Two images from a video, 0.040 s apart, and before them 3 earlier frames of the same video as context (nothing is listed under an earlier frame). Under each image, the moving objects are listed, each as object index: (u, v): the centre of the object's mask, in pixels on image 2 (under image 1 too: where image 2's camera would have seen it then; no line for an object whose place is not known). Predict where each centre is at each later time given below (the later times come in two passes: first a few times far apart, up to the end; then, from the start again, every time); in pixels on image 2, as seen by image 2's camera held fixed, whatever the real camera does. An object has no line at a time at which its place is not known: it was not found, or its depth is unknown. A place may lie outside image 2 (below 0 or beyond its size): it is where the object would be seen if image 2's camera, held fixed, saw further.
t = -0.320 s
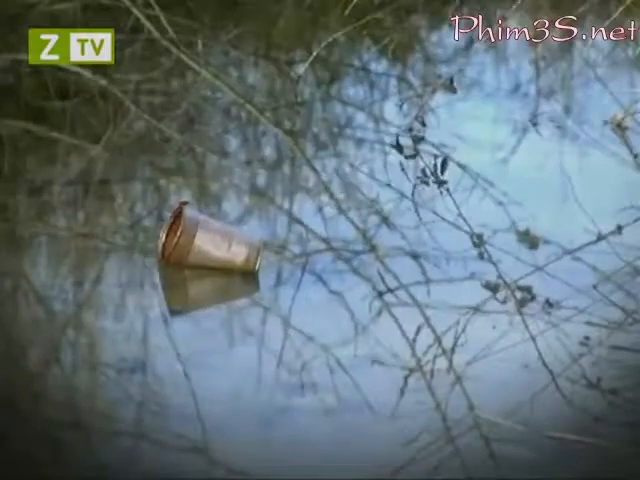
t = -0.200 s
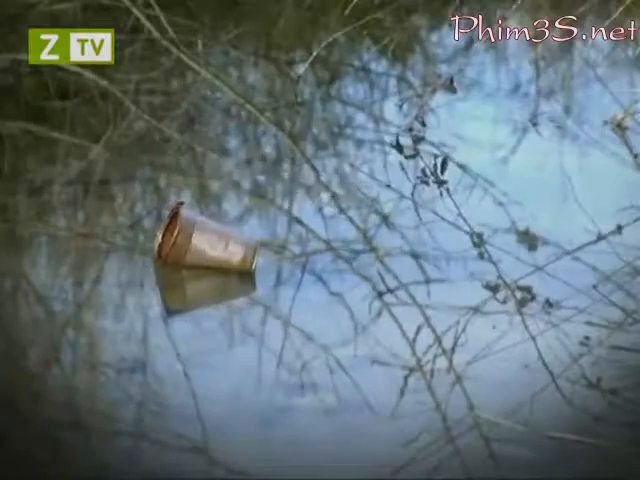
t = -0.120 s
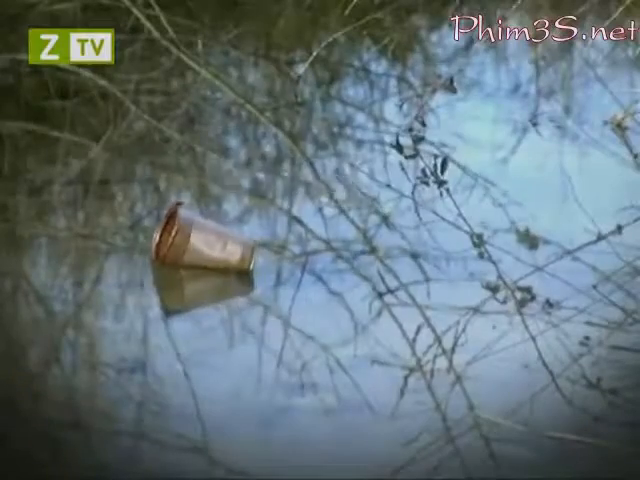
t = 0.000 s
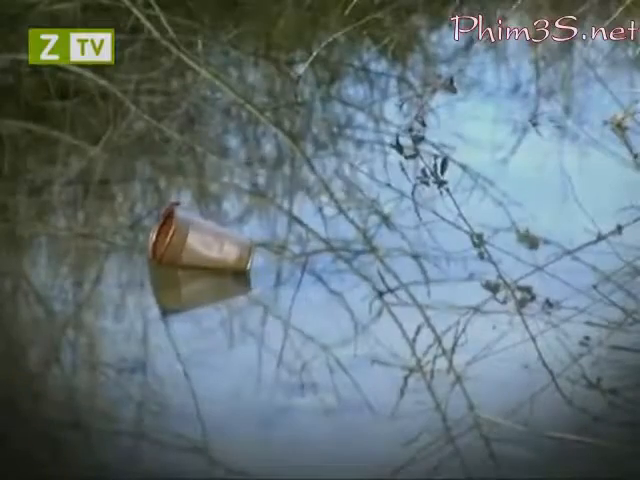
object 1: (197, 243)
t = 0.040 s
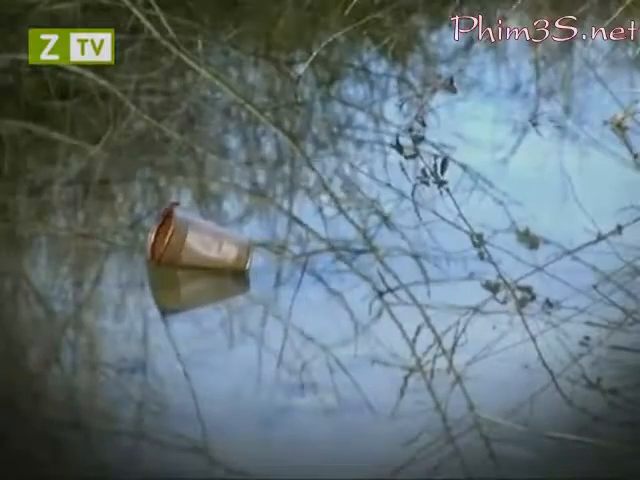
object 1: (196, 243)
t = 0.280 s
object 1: (191, 243)
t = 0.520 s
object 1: (187, 245)
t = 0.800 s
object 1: (186, 246)
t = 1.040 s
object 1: (186, 248)
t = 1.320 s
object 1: (185, 250)
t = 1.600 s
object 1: (183, 252)
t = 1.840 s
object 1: (180, 253)
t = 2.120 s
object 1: (177, 254)
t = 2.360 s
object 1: (175, 255)
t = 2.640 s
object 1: (174, 257)
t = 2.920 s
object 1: (174, 258)
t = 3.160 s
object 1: (176, 259)
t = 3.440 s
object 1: (181, 262)
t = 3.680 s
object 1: (186, 263)
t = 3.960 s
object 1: (192, 265)
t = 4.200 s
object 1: (196, 266)
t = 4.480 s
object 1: (199, 268)
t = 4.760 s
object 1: (205, 269)
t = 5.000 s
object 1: (209, 272)
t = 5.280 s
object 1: (217, 273)
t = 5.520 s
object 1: (223, 275)
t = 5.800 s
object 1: (231, 278)
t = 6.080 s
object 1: (240, 281)
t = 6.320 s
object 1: (249, 284)
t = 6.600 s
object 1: (263, 287)
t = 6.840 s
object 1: (274, 289)
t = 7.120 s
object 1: (286, 291)
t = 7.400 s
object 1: (297, 293)
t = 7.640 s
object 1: (309, 295)
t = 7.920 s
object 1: (322, 297)
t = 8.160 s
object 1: (332, 299)
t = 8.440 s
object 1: (349, 303)
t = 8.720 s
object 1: (367, 306)
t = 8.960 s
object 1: (381, 309)
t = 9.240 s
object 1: (397, 312)
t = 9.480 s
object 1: (411, 314)
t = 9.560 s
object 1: (416, 315)
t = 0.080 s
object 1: (195, 243)
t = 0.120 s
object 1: (194, 243)
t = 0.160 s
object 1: (193, 243)
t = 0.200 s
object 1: (192, 243)
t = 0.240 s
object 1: (191, 243)
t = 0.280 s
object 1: (191, 243)
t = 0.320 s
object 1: (190, 244)
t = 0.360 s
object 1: (190, 244)
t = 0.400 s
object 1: (189, 244)
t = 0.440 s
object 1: (188, 244)
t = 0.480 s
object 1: (188, 244)
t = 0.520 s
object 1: (187, 245)
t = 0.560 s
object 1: (187, 245)
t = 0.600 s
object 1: (187, 246)
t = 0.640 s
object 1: (186, 246)
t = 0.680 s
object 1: (186, 246)
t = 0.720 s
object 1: (186, 246)
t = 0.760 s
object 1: (186, 246)
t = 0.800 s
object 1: (186, 246)
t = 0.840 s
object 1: (186, 247)
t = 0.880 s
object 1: (186, 247)
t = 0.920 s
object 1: (186, 247)
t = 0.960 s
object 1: (186, 248)
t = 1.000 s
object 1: (186, 248)
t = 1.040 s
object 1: (186, 248)
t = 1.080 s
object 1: (186, 248)
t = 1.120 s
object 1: (186, 249)
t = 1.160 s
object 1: (185, 249)
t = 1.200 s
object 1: (185, 250)
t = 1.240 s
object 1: (185, 250)
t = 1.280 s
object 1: (185, 250)
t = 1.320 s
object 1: (185, 250)
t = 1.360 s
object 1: (184, 251)
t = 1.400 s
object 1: (184, 251)
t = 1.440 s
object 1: (184, 251)
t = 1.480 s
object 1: (183, 251)
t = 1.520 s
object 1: (183, 251)
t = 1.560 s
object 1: (183, 252)
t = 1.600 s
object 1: (183, 252)
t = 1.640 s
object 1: (181, 251)
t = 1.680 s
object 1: (181, 252)
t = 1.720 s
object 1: (181, 252)
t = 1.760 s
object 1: (181, 252)
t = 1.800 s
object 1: (180, 253)
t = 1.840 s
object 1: (180, 253)
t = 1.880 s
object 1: (180, 253)
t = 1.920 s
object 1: (179, 253)
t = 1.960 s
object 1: (179, 253)
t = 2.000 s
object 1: (178, 253)
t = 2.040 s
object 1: (178, 254)
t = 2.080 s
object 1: (178, 254)
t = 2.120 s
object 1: (177, 254)
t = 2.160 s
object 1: (176, 254)
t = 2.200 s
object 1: (176, 254)
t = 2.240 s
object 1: (176, 255)
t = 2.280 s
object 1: (176, 255)
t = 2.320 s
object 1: (175, 255)
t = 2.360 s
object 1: (175, 255)
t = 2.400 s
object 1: (175, 256)
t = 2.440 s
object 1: (175, 256)
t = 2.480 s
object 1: (174, 256)
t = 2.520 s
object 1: (174, 256)
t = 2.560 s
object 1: (174, 256)
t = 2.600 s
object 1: (174, 257)
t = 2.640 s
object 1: (174, 257)
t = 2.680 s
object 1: (174, 257)
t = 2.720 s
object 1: (174, 257)
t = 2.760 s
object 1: (173, 257)
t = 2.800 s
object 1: (173, 258)
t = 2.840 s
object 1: (173, 258)
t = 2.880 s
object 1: (173, 258)
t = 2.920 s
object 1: (174, 258)
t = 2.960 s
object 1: (174, 258)
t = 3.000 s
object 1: (174, 258)
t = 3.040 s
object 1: (174, 258)
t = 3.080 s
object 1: (175, 258)
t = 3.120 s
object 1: (176, 259)
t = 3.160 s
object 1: (176, 259)
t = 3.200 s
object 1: (177, 259)
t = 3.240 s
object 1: (177, 260)
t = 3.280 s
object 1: (177, 260)
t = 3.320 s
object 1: (178, 260)
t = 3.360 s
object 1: (180, 260)
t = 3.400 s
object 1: (180, 261)
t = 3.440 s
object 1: (181, 262)
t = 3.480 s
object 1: (182, 262)
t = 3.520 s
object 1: (183, 262)
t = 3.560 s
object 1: (184, 262)
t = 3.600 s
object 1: (185, 262)
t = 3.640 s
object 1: (186, 263)
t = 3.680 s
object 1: (186, 263)
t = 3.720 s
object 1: (188, 263)
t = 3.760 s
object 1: (188, 263)
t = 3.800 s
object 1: (189, 263)
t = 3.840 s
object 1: (190, 264)
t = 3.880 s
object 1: (191, 264)
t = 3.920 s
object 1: (191, 265)
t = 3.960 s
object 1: (192, 265)
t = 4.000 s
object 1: (193, 265)
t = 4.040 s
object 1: (194, 265)
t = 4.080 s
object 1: (195, 266)
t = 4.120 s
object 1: (195, 266)
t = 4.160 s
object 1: (195, 266)
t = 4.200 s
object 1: (196, 266)
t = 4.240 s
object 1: (196, 266)
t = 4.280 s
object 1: (197, 267)
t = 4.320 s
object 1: (197, 267)
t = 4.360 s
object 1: (197, 267)
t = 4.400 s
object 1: (198, 267)
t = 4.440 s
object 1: (199, 268)
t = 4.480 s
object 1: (199, 268)
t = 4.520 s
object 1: (200, 268)
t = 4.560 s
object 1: (200, 268)
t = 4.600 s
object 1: (201, 268)
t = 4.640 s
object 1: (201, 269)
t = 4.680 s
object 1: (202, 269)
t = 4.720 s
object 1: (204, 269)
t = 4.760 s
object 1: (205, 269)
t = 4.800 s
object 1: (207, 270)
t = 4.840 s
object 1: (209, 270)
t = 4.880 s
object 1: (205, 271)
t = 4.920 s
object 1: (207, 271)
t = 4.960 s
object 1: (209, 271)
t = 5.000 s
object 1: (209, 272)
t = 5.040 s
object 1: (210, 272)
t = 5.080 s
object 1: (212, 272)
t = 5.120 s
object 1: (213, 273)
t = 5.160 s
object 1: (213, 273)
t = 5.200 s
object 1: (214, 273)
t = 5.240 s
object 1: (216, 273)
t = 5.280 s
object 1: (217, 273)
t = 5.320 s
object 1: (219, 274)
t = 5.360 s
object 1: (220, 274)
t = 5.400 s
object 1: (221, 274)
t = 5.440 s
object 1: (222, 275)
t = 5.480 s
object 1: (223, 275)
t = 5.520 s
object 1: (223, 275)
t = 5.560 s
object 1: (225, 276)
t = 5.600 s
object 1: (225, 274)
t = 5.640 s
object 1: (226, 275)
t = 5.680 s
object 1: (228, 277)
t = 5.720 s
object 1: (229, 278)
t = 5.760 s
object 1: (229, 278)
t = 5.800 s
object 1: (231, 278)
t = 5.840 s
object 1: (232, 278)
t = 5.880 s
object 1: (233, 278)
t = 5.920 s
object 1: (234, 279)
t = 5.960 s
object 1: (235, 279)
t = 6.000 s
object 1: (236, 279)
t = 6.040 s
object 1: (238, 280)
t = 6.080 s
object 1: (240, 281)
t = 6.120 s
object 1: (241, 281)
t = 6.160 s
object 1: (242, 282)
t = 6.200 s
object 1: (243, 281)
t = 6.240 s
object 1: (244, 282)
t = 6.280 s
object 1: (246, 283)
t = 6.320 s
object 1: (249, 284)
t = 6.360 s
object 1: (250, 284)
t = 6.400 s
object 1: (253, 284)
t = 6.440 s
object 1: (255, 285)
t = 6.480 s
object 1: (256, 285)
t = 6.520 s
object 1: (258, 285)
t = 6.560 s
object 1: (261, 286)
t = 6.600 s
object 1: (263, 287)
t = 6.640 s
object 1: (265, 288)
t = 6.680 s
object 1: (267, 288)
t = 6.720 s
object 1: (269, 289)
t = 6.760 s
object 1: (271, 289)
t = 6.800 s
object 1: (273, 289)
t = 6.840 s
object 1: (274, 289)
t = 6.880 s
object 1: (276, 290)
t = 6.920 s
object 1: (278, 290)
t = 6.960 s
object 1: (280, 291)
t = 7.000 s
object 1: (282, 291)
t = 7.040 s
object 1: (283, 290)
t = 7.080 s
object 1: (285, 292)
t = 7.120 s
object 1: (286, 291)
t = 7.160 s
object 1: (288, 292)
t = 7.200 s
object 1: (289, 292)
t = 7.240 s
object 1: (291, 291)
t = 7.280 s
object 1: (292, 292)
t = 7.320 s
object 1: (294, 292)
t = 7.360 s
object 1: (296, 293)
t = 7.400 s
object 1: (297, 293)
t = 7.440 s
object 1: (300, 293)
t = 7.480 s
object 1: (301, 293)
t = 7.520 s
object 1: (303, 293)
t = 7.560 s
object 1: (305, 294)
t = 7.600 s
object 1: (307, 294)
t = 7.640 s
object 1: (309, 295)
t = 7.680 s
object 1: (311, 295)
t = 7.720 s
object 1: (313, 295)
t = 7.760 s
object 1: (315, 295)
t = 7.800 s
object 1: (317, 296)
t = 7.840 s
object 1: (319, 296)
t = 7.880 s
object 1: (320, 297)
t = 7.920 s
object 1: (322, 297)
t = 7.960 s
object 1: (324, 298)
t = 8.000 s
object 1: (325, 298)
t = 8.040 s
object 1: (326, 298)
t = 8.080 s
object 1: (328, 299)
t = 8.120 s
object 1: (330, 299)
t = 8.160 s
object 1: (332, 299)
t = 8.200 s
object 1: (334, 300)
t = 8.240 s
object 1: (336, 300)
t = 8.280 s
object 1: (340, 301)
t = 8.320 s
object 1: (342, 301)
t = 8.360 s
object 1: (344, 302)
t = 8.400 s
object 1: (346, 302)
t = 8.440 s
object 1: (349, 303)
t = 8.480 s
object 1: (351, 303)
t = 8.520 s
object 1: (354, 304)
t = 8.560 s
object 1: (356, 304)
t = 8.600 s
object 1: (359, 305)
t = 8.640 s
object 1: (362, 305)
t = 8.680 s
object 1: (365, 306)
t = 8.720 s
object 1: (367, 306)
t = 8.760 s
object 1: (369, 307)
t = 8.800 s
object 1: (371, 306)
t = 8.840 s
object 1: (374, 307)
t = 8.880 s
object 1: (376, 308)
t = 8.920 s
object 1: (379, 309)
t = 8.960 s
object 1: (381, 309)
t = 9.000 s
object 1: (383, 309)
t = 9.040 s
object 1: (387, 311)
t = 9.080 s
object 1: (389, 310)
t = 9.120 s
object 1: (391, 311)
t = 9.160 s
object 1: (393, 312)
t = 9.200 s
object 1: (395, 312)
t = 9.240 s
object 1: (397, 312)
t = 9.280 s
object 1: (399, 312)
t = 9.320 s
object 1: (402, 312)
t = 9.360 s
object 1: (404, 312)
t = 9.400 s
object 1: (406, 313)
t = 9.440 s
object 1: (409, 314)
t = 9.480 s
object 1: (411, 314)
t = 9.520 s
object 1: (414, 315)
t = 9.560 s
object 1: (416, 315)
